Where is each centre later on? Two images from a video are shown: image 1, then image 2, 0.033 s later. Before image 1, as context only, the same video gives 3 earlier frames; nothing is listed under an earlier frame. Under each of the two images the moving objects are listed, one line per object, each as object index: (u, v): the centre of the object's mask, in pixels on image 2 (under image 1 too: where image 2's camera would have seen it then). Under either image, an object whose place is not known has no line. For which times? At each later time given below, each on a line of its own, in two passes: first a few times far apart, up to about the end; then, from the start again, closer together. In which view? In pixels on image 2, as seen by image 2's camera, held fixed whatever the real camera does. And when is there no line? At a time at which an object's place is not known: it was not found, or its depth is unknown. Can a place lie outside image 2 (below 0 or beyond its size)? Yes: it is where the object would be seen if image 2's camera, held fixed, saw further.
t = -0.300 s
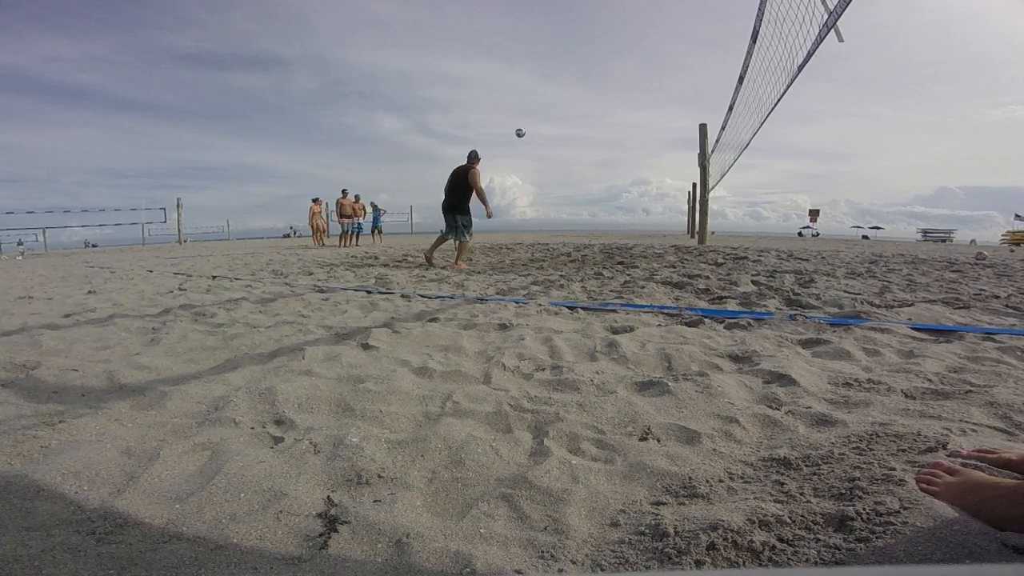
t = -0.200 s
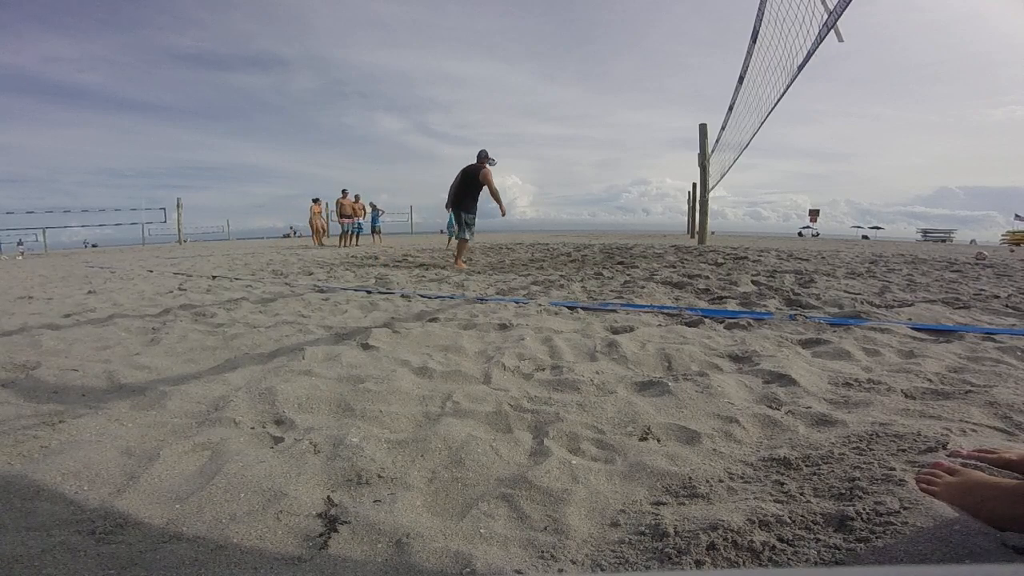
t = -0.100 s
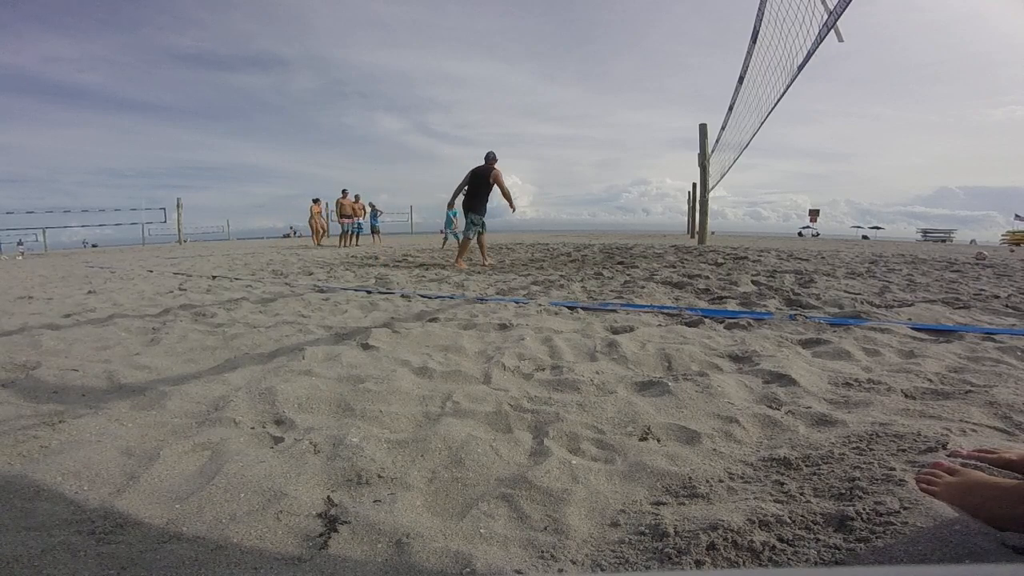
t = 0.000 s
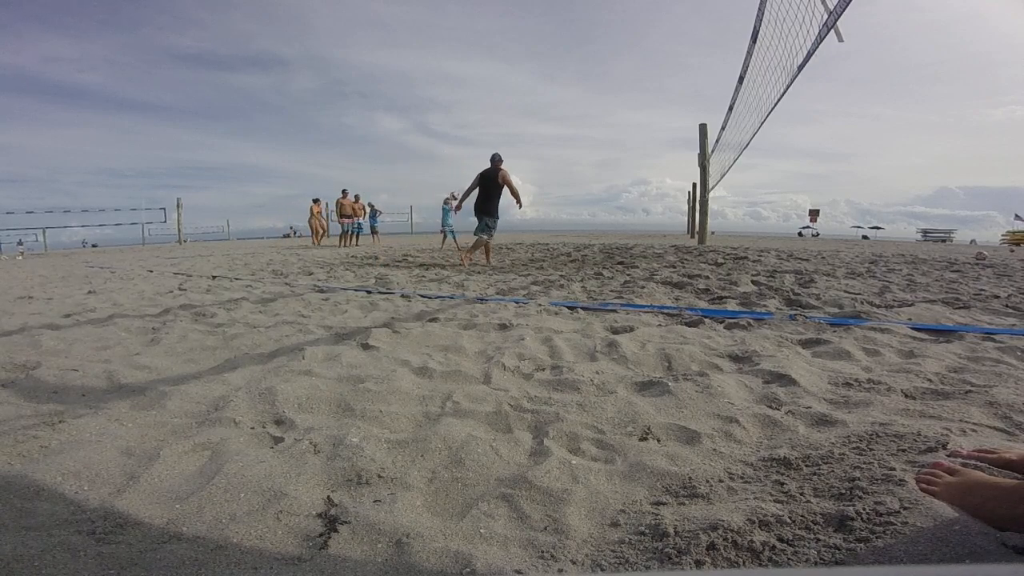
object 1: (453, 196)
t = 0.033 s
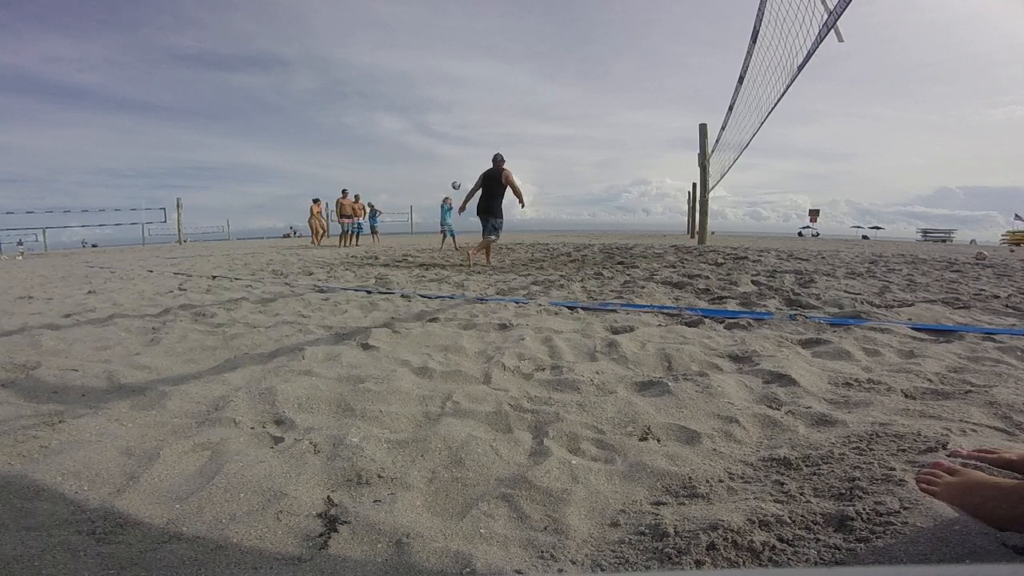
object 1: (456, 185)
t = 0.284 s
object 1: (469, 118)
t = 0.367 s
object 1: (474, 100)
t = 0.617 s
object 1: (493, 60)
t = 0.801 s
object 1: (510, 45)
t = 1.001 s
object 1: (532, 45)
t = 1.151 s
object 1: (554, 59)
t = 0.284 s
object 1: (469, 118)
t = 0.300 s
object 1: (470, 114)
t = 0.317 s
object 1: (471, 111)
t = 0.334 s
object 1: (472, 107)
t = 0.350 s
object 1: (474, 104)
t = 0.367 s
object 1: (474, 100)
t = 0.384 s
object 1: (475, 96)
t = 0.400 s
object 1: (477, 93)
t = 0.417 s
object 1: (478, 90)
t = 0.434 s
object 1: (479, 88)
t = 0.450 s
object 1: (479, 85)
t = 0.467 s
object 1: (481, 81)
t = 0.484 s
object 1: (483, 78)
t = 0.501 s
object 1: (484, 76)
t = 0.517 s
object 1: (485, 73)
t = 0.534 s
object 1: (486, 71)
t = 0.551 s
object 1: (488, 69)
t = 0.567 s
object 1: (489, 66)
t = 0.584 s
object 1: (491, 64)
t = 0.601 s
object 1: (492, 62)
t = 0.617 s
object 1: (493, 60)
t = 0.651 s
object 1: (496, 57)
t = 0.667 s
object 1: (498, 55)
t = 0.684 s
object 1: (499, 53)
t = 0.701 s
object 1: (500, 51)
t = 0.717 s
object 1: (502, 50)
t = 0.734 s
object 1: (503, 49)
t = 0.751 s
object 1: (505, 48)
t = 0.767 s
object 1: (507, 47)
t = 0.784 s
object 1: (508, 46)
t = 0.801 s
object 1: (510, 45)
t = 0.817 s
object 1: (512, 44)
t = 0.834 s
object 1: (513, 44)
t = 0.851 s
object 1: (515, 43)
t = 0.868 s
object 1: (517, 43)
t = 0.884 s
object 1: (519, 42)
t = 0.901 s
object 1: (520, 42)
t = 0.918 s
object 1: (522, 43)
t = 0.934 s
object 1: (524, 43)
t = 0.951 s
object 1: (526, 43)
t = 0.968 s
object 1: (528, 43)
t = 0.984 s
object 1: (530, 44)
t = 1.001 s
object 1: (532, 45)
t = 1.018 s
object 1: (534, 46)
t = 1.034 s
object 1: (537, 47)
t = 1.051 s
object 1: (539, 48)
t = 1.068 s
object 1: (541, 49)
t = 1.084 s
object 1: (543, 51)
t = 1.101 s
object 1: (545, 53)
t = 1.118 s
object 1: (548, 55)
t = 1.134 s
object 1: (551, 57)
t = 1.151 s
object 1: (554, 59)
